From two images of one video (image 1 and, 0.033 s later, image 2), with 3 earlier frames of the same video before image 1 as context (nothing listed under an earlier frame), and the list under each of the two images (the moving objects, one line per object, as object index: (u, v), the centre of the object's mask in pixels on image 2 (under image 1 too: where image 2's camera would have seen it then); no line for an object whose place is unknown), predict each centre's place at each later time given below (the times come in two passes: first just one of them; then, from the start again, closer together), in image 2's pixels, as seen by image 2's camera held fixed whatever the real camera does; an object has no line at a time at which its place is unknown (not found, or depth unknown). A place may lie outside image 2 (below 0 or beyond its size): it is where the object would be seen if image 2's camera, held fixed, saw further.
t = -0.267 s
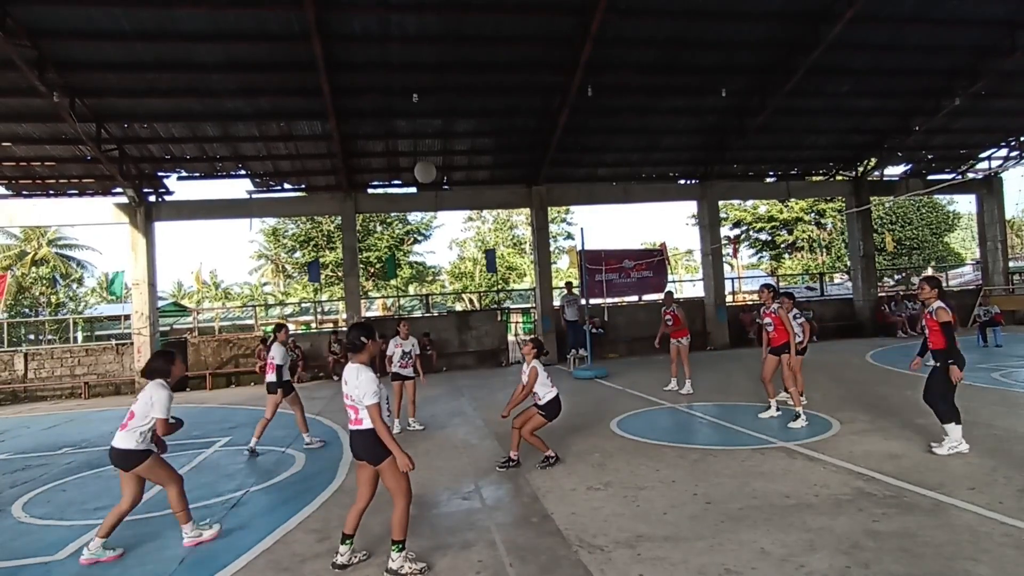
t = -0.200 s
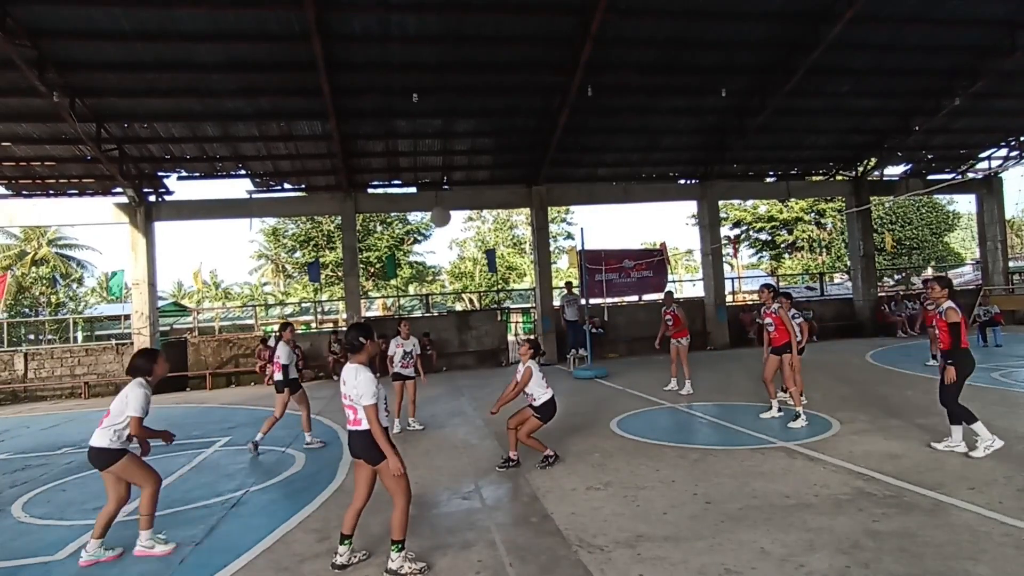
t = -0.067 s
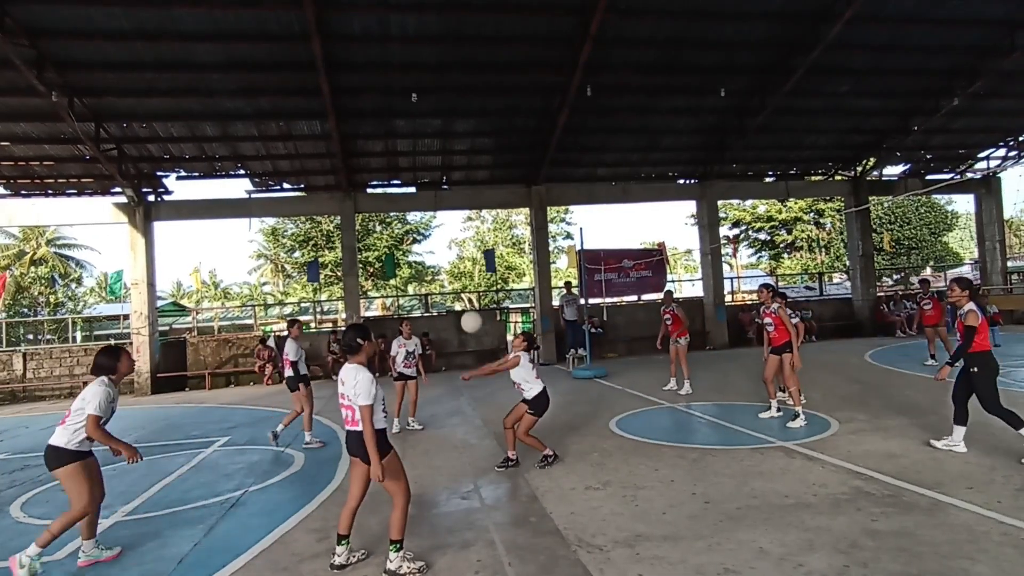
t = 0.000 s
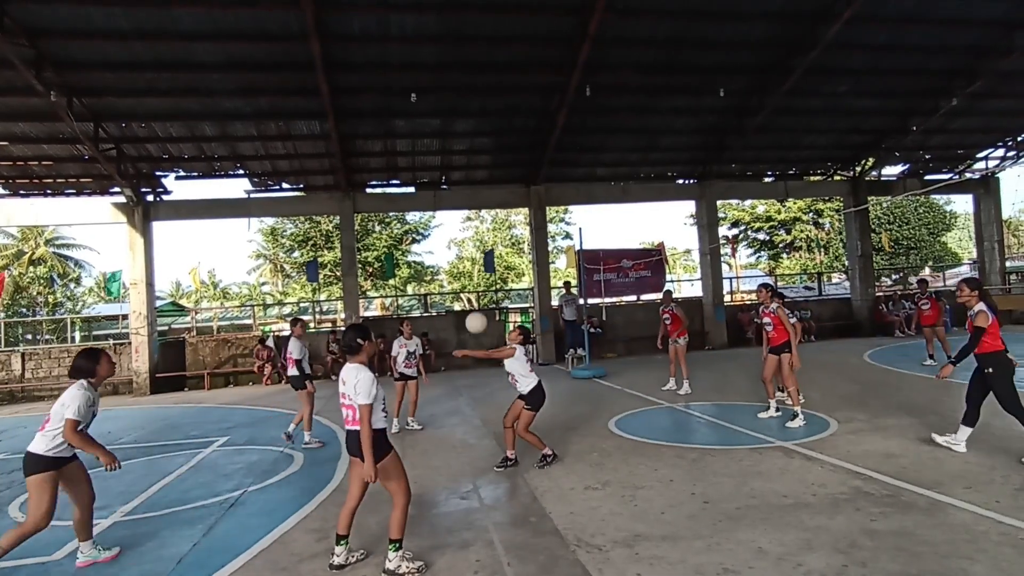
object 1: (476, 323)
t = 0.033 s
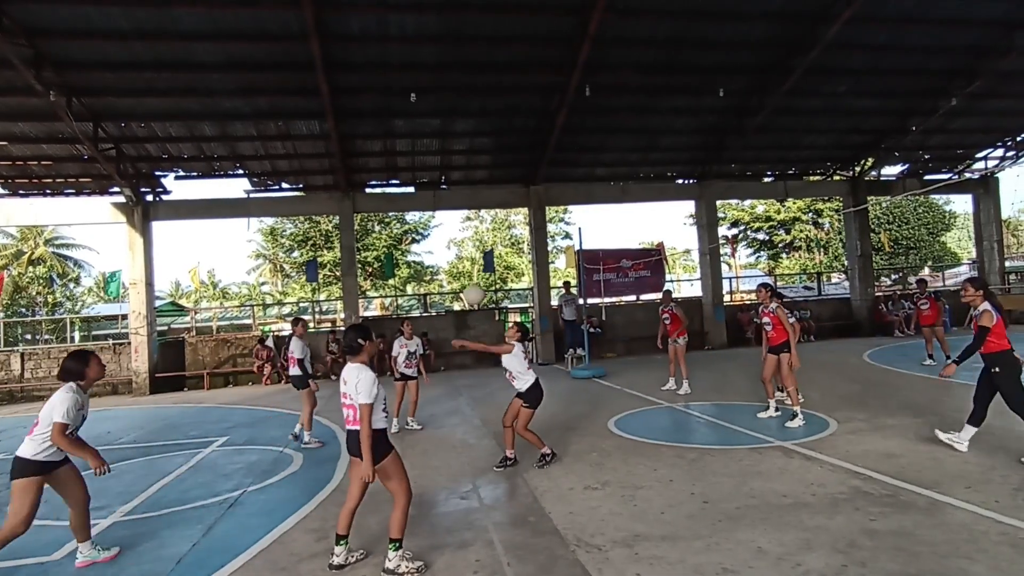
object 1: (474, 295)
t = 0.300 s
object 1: (460, 97)
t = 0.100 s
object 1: (471, 241)
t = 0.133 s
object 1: (469, 215)
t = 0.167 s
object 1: (467, 190)
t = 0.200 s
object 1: (465, 166)
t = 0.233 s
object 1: (464, 142)
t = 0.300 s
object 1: (460, 97)
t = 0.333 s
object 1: (459, 76)
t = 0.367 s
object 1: (457, 56)
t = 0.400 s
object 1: (455, 36)
